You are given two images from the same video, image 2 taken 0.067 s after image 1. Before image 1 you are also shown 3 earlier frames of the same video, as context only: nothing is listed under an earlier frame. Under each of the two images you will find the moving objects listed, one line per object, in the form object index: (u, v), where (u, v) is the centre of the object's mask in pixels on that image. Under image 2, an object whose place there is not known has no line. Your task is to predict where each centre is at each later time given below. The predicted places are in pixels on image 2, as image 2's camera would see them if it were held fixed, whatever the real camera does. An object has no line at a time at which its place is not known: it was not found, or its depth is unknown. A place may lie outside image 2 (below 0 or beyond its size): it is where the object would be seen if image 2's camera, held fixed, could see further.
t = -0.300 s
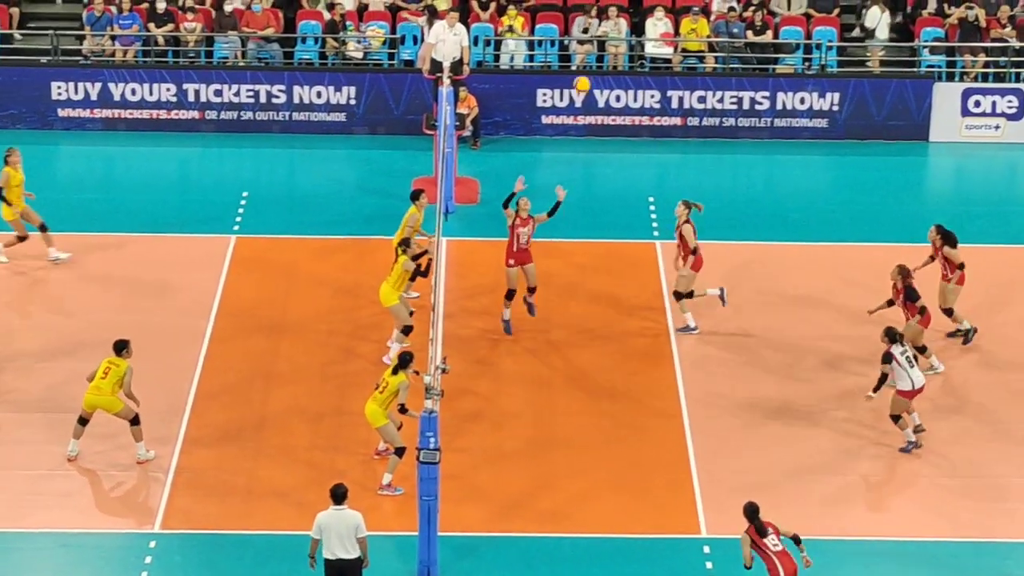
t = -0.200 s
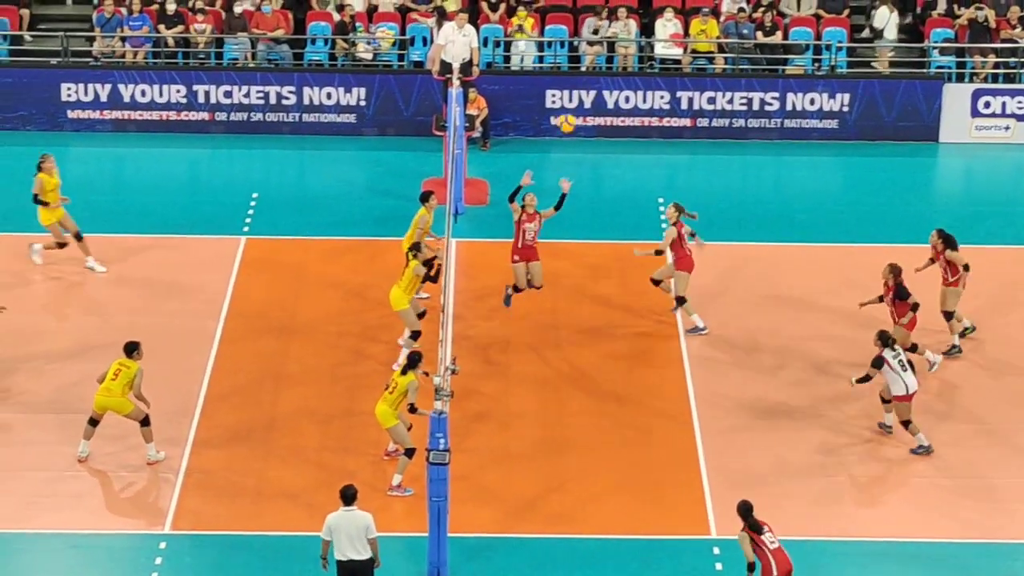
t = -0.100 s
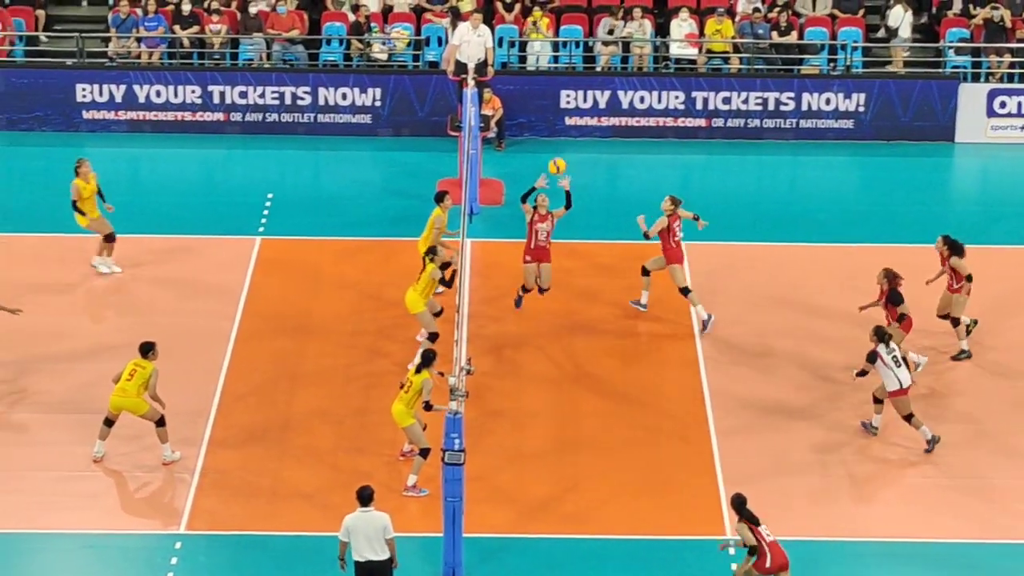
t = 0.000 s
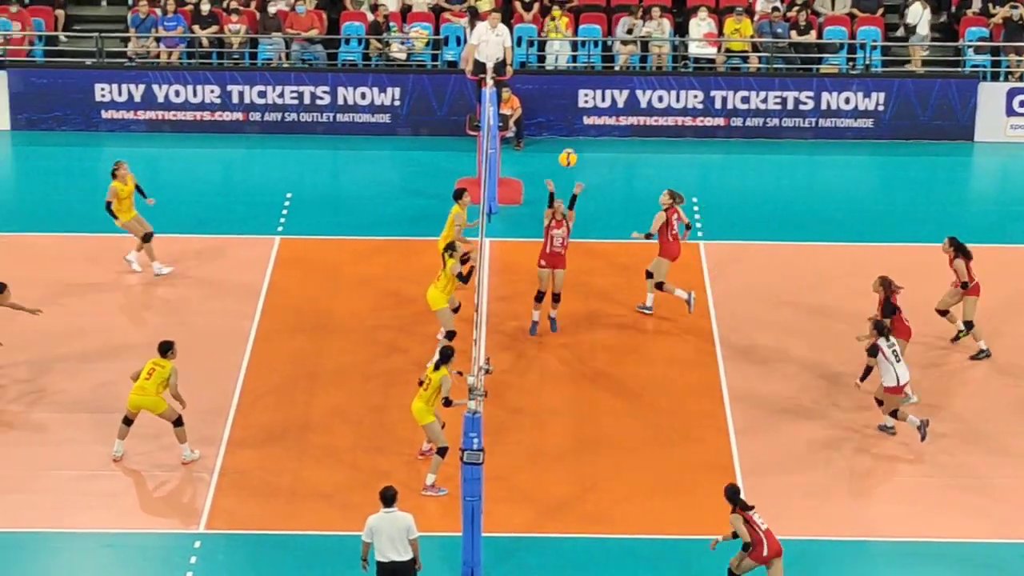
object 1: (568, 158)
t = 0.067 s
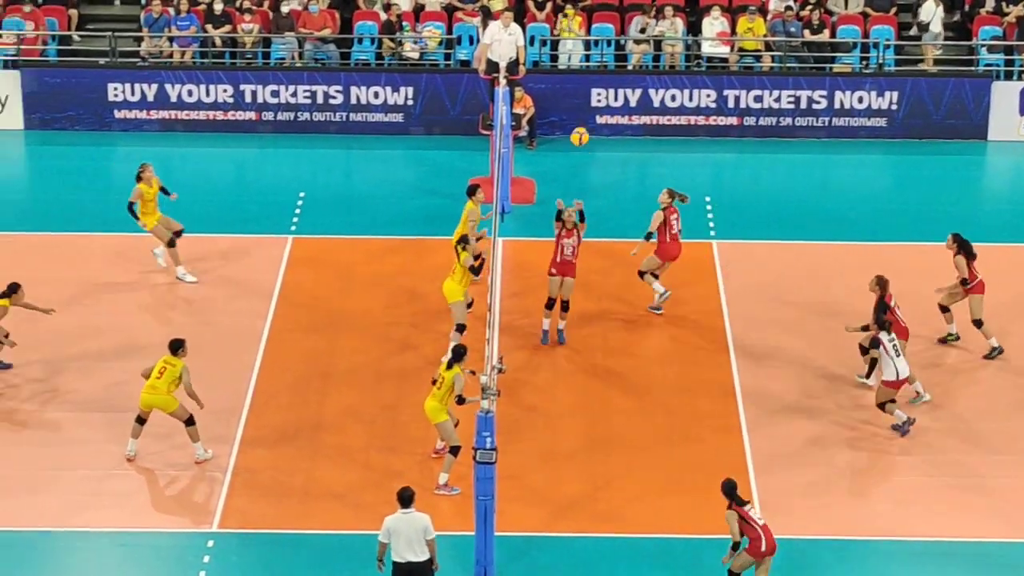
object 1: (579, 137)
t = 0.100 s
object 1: (580, 127)
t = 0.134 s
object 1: (579, 119)
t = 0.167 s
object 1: (580, 111)
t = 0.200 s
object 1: (580, 104)
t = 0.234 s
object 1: (580, 99)
